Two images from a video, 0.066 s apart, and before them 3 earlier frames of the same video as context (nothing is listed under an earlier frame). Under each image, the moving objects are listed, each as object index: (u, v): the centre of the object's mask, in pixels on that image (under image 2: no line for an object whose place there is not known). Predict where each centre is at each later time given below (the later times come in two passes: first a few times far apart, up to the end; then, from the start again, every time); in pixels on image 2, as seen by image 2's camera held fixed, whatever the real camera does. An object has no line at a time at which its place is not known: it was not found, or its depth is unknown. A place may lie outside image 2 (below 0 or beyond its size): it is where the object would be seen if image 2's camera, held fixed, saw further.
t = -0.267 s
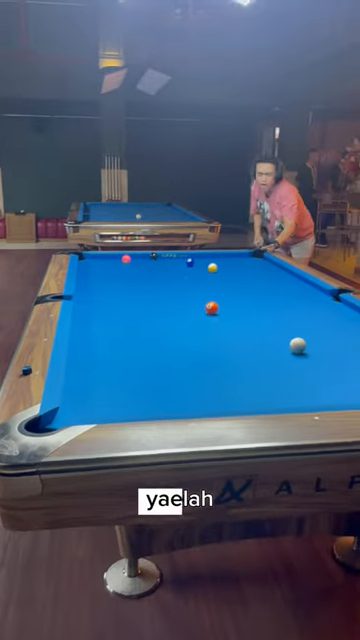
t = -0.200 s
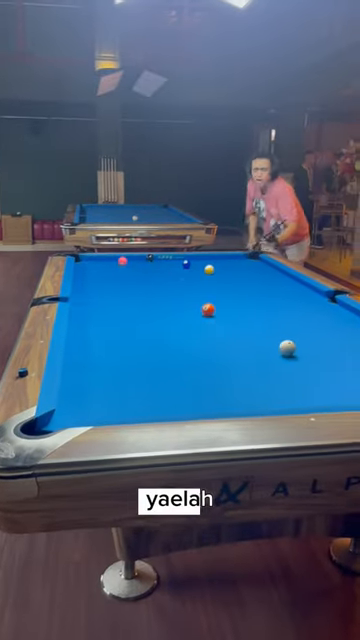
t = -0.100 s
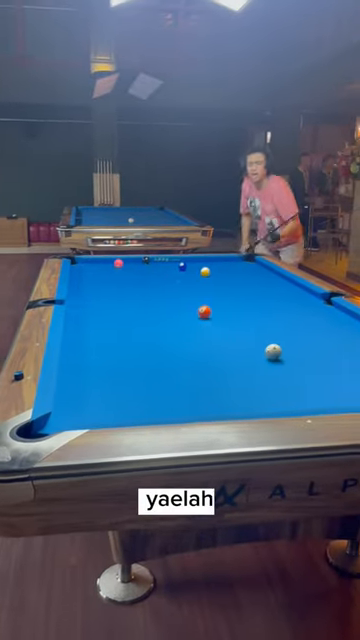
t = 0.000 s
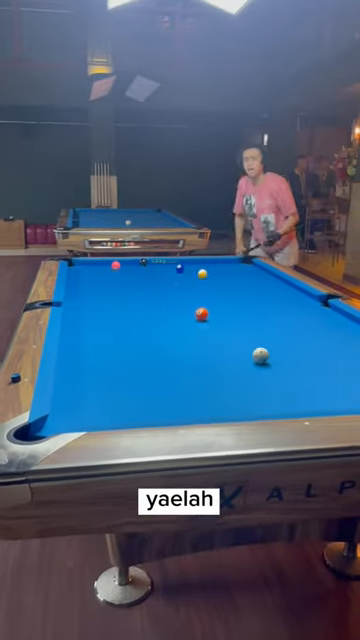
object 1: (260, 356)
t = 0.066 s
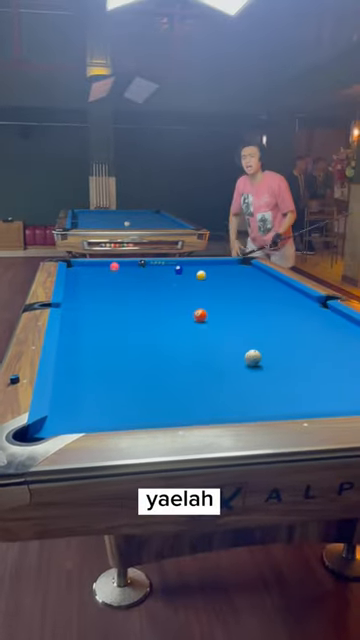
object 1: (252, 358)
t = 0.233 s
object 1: (236, 361)
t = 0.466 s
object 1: (213, 364)
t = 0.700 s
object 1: (190, 368)
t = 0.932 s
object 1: (167, 371)
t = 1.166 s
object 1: (145, 374)
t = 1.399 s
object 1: (123, 378)
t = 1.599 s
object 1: (105, 381)
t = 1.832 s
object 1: (84, 384)
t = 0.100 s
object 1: (249, 358)
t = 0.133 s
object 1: (246, 359)
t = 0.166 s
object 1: (242, 359)
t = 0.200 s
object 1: (239, 360)
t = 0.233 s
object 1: (236, 361)
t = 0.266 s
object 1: (233, 361)
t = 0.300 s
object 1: (229, 362)
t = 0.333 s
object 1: (226, 362)
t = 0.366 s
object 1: (223, 363)
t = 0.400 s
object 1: (220, 363)
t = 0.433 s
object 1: (216, 364)
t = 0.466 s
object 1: (213, 364)
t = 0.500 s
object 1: (210, 365)
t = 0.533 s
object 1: (207, 365)
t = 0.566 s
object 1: (203, 366)
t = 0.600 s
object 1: (200, 367)
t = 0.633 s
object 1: (197, 367)
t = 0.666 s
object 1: (193, 367)
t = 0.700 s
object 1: (190, 368)
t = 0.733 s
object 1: (187, 368)
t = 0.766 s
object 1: (184, 369)
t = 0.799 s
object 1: (180, 369)
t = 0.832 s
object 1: (177, 370)
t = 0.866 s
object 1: (174, 370)
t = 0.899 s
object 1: (171, 371)
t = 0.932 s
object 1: (167, 371)
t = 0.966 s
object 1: (164, 372)
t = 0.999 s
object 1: (161, 372)
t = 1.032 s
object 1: (158, 372)
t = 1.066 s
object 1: (155, 373)
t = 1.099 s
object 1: (151, 374)
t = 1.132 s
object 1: (148, 374)
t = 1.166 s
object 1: (145, 374)
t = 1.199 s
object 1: (142, 375)
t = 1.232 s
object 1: (139, 376)
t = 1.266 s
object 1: (136, 376)
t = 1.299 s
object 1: (133, 376)
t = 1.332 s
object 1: (130, 377)
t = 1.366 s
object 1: (126, 378)
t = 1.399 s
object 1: (123, 378)
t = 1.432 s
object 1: (120, 378)
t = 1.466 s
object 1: (117, 379)
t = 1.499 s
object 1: (114, 379)
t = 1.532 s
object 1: (112, 379)
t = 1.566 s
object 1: (108, 380)
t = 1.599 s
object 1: (105, 381)
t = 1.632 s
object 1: (102, 381)
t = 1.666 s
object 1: (99, 382)
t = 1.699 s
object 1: (96, 382)
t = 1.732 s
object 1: (93, 382)
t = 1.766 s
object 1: (90, 383)
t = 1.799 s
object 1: (87, 384)
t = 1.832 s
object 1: (84, 384)
